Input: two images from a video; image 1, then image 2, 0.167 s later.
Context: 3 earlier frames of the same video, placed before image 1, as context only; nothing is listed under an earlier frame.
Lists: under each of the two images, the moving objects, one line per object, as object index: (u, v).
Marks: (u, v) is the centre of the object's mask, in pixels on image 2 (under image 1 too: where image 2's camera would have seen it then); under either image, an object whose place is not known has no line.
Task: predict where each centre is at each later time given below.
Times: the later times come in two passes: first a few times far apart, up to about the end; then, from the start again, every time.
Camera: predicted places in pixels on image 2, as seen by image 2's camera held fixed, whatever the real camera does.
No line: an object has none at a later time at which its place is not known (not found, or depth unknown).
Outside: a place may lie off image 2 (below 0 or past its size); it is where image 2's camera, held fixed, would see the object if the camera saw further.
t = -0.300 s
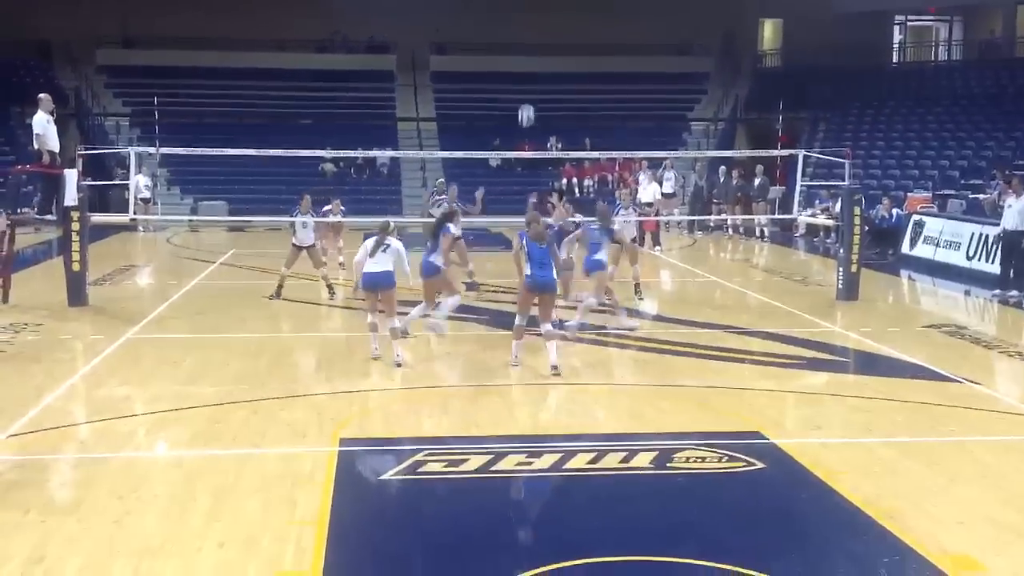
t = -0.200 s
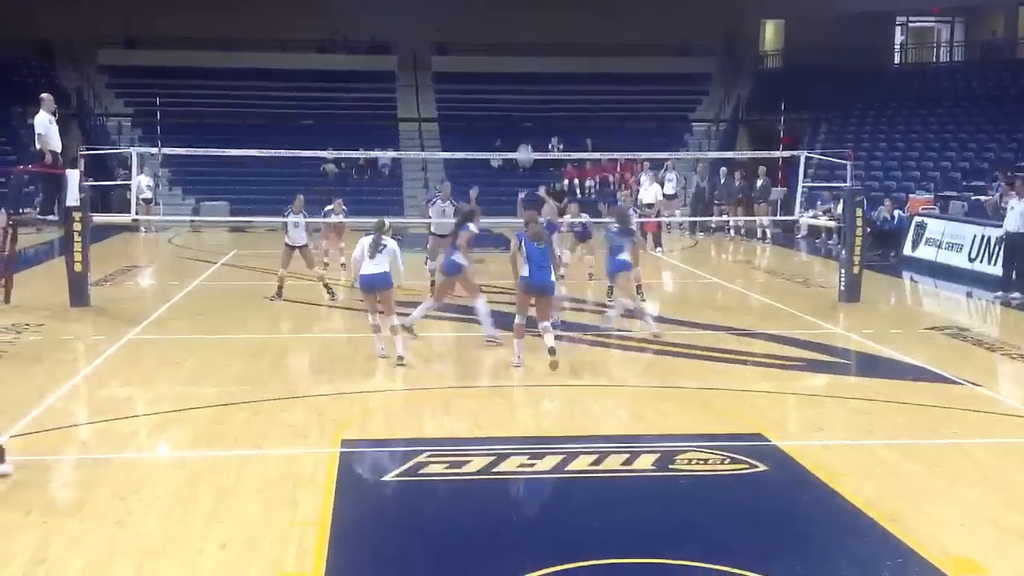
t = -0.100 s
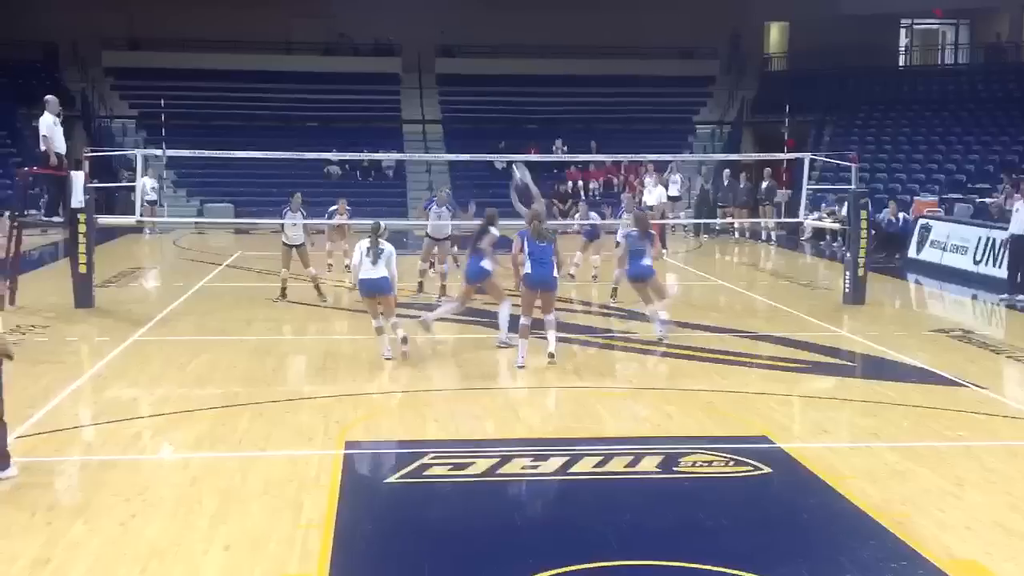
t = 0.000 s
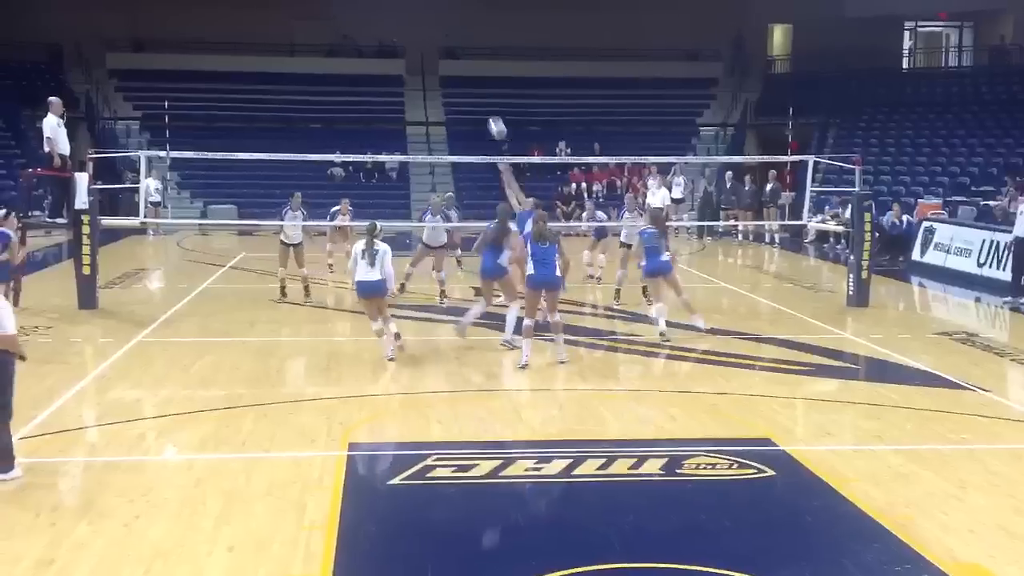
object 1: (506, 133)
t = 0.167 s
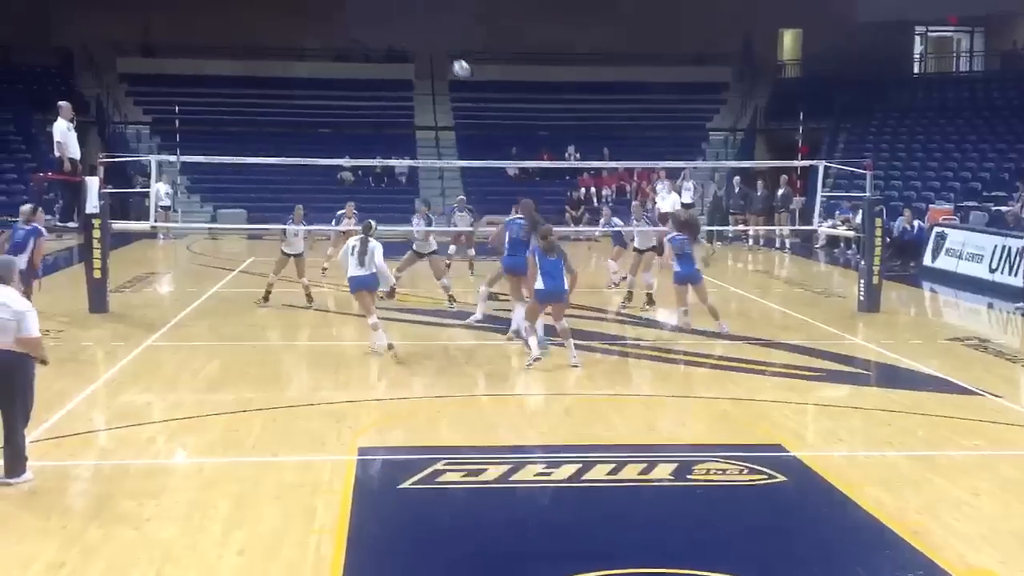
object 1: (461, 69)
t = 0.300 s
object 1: (426, 34)
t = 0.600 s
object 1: (348, 8)
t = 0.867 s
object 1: (288, 42)
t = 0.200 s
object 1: (452, 59)
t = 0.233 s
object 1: (443, 50)
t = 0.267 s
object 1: (435, 41)
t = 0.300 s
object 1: (426, 34)
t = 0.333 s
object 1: (417, 28)
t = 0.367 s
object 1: (408, 22)
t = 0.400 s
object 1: (400, 18)
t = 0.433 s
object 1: (391, 14)
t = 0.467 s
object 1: (382, 11)
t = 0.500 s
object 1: (374, 9)
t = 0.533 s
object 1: (365, 8)
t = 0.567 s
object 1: (357, 8)
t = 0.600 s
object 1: (348, 8)
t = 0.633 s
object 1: (341, 9)
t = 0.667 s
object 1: (333, 12)
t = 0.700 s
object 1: (325, 14)
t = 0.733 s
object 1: (317, 19)
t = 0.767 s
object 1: (311, 23)
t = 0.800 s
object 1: (302, 29)
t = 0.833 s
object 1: (295, 35)
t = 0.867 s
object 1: (288, 42)
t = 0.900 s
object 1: (281, 50)
